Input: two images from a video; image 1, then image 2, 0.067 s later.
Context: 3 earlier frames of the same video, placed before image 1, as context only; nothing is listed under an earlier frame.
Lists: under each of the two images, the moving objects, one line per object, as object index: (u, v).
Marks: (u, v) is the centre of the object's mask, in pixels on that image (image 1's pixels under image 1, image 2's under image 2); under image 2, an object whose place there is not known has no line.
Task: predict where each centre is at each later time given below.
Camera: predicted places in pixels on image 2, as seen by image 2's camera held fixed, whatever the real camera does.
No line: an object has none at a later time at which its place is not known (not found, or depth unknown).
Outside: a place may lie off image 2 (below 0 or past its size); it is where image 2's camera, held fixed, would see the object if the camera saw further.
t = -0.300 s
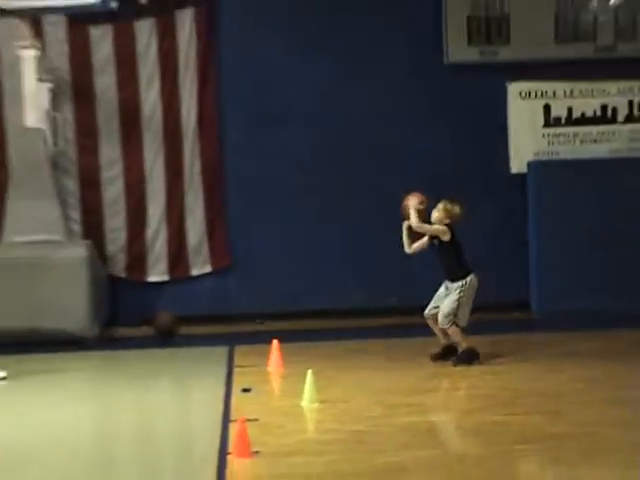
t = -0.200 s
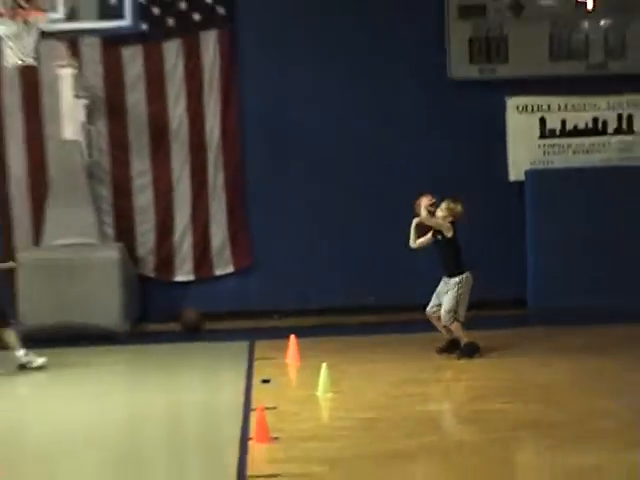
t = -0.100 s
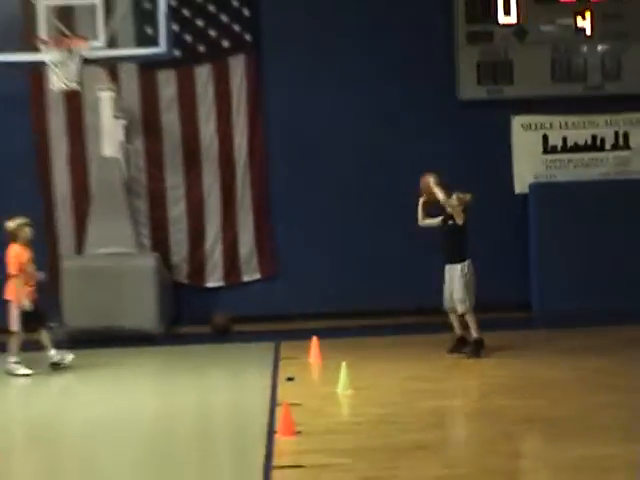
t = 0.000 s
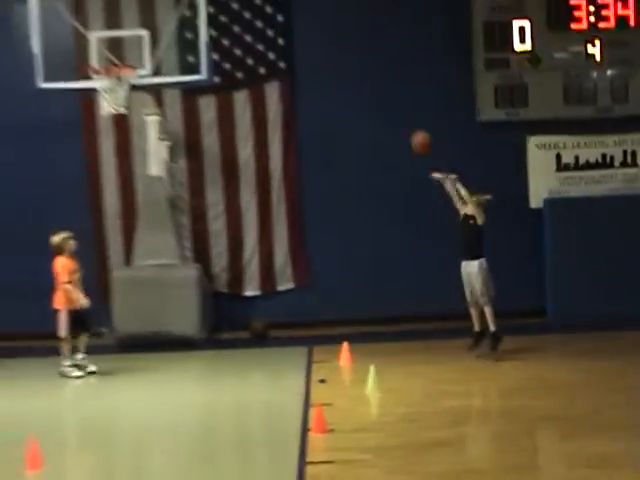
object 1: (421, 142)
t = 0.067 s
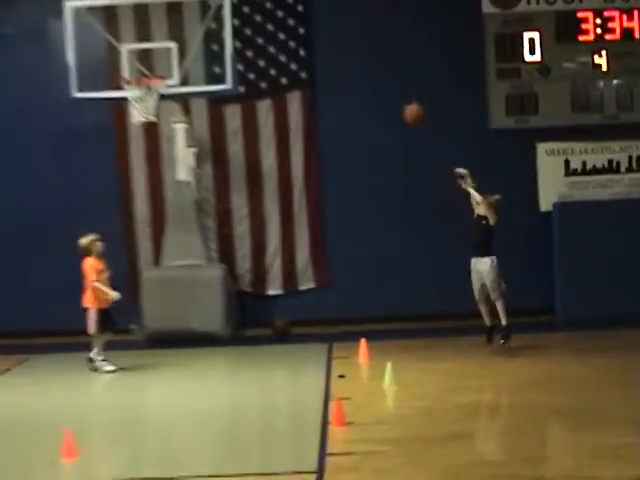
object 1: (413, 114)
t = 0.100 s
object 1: (402, 97)
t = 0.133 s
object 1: (391, 83)
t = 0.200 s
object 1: (369, 57)
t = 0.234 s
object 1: (358, 47)
